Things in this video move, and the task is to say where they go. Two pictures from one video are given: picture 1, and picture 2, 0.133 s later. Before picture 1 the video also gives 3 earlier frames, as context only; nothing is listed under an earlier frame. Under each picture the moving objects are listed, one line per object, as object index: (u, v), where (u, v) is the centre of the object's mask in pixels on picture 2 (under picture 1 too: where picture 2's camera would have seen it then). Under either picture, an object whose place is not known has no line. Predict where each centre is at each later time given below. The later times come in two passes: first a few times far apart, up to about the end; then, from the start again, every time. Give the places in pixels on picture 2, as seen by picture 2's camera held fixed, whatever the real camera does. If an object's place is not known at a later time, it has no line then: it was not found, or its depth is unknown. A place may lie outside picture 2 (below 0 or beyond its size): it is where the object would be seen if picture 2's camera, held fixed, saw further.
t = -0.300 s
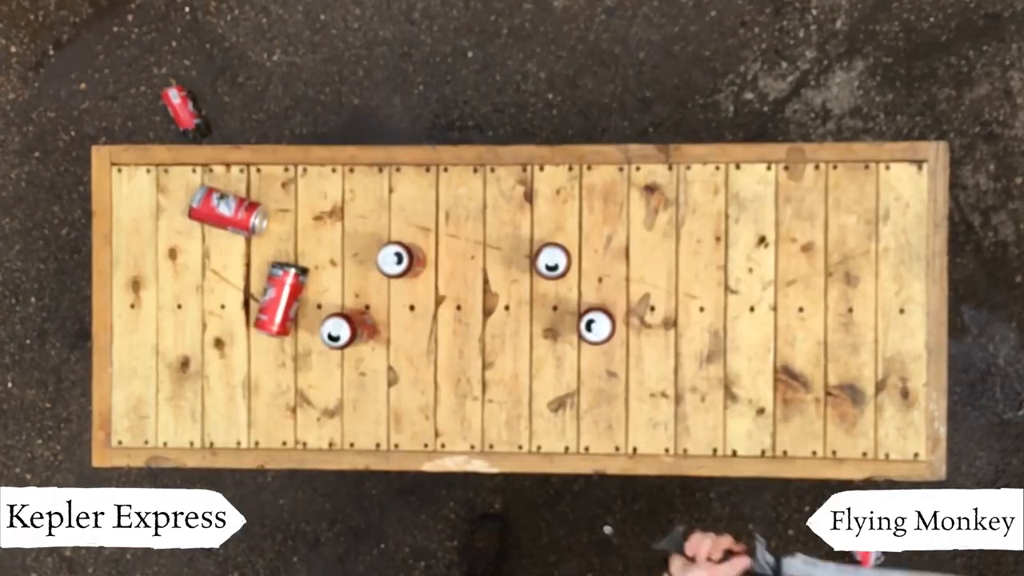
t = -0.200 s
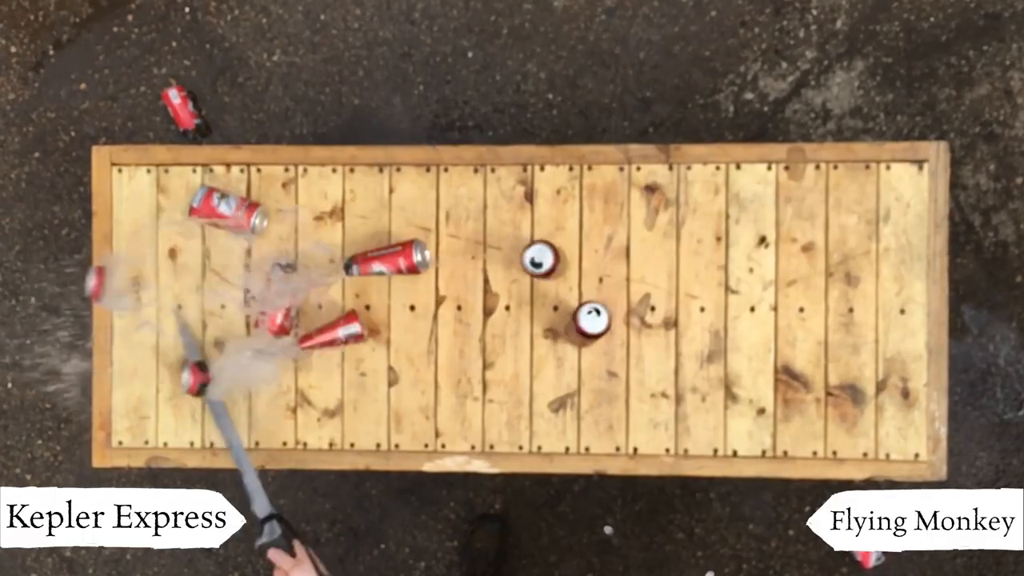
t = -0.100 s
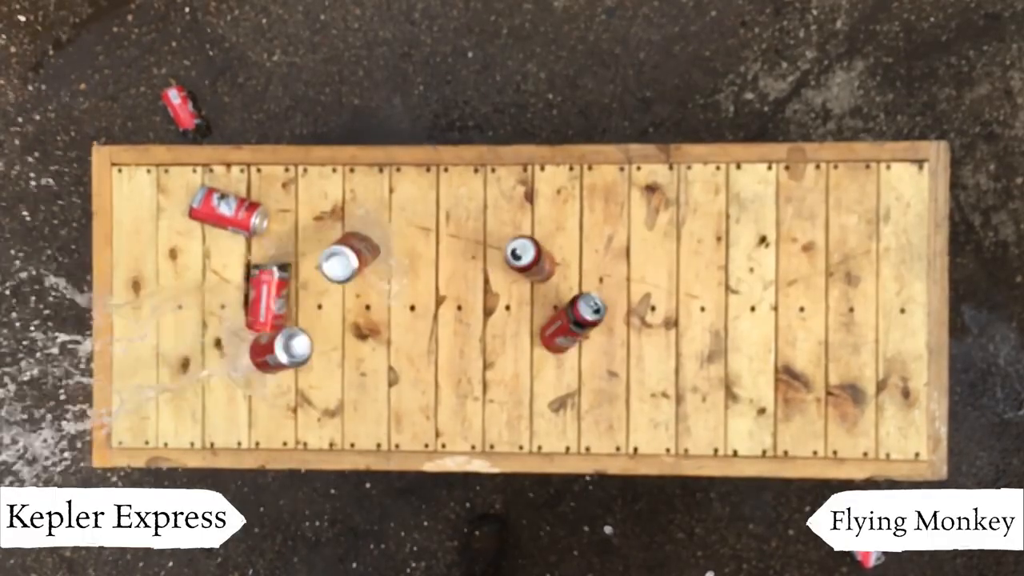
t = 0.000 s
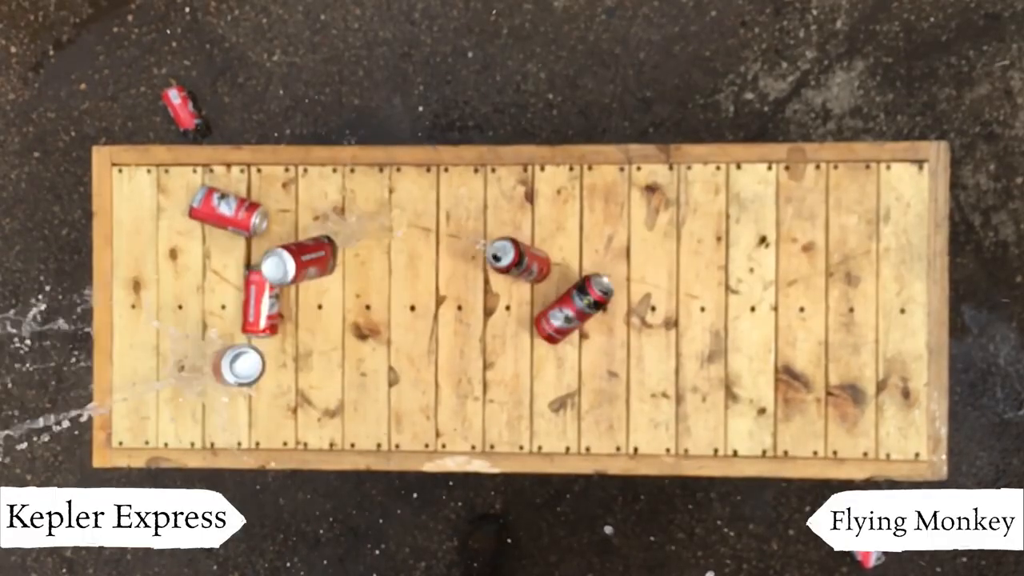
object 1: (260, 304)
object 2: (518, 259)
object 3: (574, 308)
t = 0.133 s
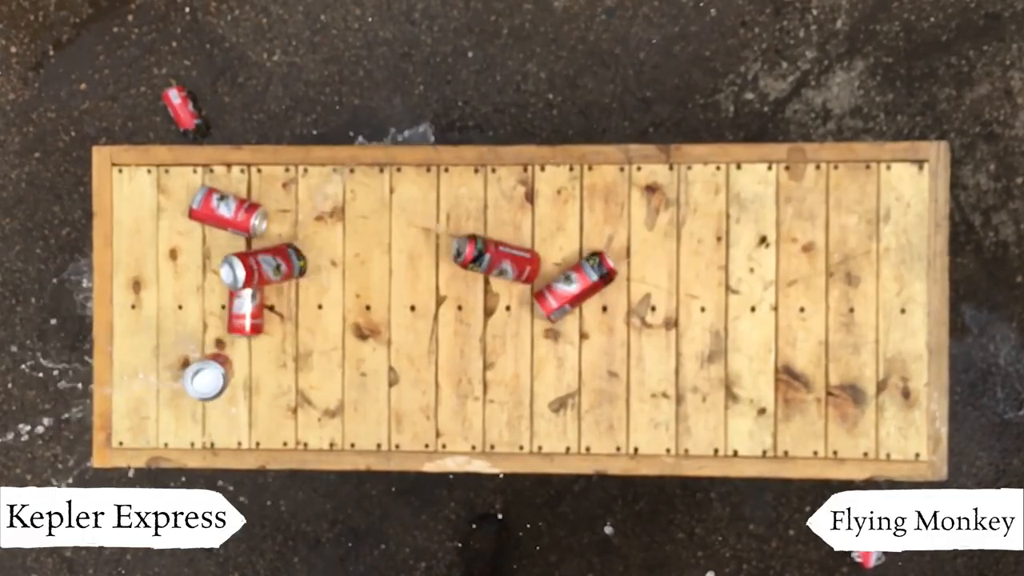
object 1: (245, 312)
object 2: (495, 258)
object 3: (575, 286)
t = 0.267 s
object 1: (213, 315)
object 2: (478, 256)
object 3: (565, 271)
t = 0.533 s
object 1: (167, 318)
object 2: (475, 258)
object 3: (556, 255)
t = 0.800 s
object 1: (158, 322)
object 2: (477, 255)
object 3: (556, 255)
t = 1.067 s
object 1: (161, 319)
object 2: (476, 256)
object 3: (556, 255)
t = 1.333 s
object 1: (164, 317)
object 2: (476, 256)
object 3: (556, 255)
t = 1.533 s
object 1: (164, 318)
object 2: (476, 256)
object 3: (556, 255)
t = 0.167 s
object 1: (239, 312)
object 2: (489, 257)
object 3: (573, 282)
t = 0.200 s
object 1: (233, 314)
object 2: (484, 256)
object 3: (570, 278)
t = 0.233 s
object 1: (223, 316)
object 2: (481, 256)
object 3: (568, 275)
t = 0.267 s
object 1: (213, 315)
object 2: (478, 256)
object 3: (565, 271)
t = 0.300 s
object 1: (207, 316)
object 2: (478, 256)
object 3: (563, 267)
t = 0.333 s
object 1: (203, 317)
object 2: (477, 256)
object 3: (560, 264)
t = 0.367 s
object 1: (199, 316)
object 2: (477, 256)
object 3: (558, 260)
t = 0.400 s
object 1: (193, 314)
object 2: (476, 257)
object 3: (558, 258)
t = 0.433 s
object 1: (186, 314)
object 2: (476, 257)
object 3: (557, 256)
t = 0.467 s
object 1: (180, 316)
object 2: (475, 258)
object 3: (556, 255)
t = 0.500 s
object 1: (173, 318)
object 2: (475, 258)
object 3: (556, 255)
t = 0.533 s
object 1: (167, 318)
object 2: (475, 258)
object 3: (556, 255)
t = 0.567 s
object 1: (163, 319)
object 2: (476, 257)
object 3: (556, 255)
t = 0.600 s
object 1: (160, 320)
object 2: (476, 257)
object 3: (556, 255)
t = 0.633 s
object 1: (159, 321)
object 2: (476, 256)
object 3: (556, 255)
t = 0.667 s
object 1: (160, 320)
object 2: (476, 256)
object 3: (556, 255)
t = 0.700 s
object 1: (161, 320)
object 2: (476, 256)
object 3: (556, 255)
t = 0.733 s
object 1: (161, 320)
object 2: (477, 255)
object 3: (557, 255)
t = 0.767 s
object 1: (160, 321)
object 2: (477, 255)
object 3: (556, 255)
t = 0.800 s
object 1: (158, 322)
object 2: (477, 255)
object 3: (556, 255)
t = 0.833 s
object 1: (156, 323)
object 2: (477, 255)
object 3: (556, 255)
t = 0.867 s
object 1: (154, 324)
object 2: (477, 255)
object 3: (556, 255)
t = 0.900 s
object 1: (154, 324)
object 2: (476, 255)
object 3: (556, 255)
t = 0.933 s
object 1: (156, 323)
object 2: (476, 256)
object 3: (556, 255)
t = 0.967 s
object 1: (158, 321)
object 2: (476, 256)
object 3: (556, 255)
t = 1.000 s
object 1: (160, 320)
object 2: (476, 256)
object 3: (556, 255)
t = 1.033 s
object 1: (161, 319)
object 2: (476, 256)
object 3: (556, 255)
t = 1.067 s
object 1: (161, 319)
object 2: (476, 256)
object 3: (556, 255)
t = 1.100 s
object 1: (160, 320)
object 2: (476, 256)
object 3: (556, 255)
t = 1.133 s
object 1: (160, 320)
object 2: (476, 256)
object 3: (556, 255)
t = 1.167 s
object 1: (160, 320)
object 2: (476, 256)
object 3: (556, 255)
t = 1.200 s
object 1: (161, 320)
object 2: (476, 256)
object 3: (556, 255)
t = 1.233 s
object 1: (162, 319)
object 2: (476, 256)
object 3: (556, 255)
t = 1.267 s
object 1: (164, 318)
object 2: (476, 256)
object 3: (556, 255)
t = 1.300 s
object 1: (164, 317)
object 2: (476, 256)
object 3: (556, 255)
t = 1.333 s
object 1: (164, 317)
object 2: (476, 256)
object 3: (556, 255)
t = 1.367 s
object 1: (164, 318)
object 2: (476, 256)
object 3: (556, 255)
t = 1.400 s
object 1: (164, 318)
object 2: (476, 256)
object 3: (556, 255)
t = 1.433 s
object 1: (163, 319)
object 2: (476, 256)
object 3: (556, 255)
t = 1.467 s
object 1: (163, 318)
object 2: (476, 256)
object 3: (556, 255)
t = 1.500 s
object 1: (163, 319)
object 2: (476, 256)
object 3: (556, 255)
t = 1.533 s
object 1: (164, 318)
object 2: (476, 256)
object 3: (556, 255)
